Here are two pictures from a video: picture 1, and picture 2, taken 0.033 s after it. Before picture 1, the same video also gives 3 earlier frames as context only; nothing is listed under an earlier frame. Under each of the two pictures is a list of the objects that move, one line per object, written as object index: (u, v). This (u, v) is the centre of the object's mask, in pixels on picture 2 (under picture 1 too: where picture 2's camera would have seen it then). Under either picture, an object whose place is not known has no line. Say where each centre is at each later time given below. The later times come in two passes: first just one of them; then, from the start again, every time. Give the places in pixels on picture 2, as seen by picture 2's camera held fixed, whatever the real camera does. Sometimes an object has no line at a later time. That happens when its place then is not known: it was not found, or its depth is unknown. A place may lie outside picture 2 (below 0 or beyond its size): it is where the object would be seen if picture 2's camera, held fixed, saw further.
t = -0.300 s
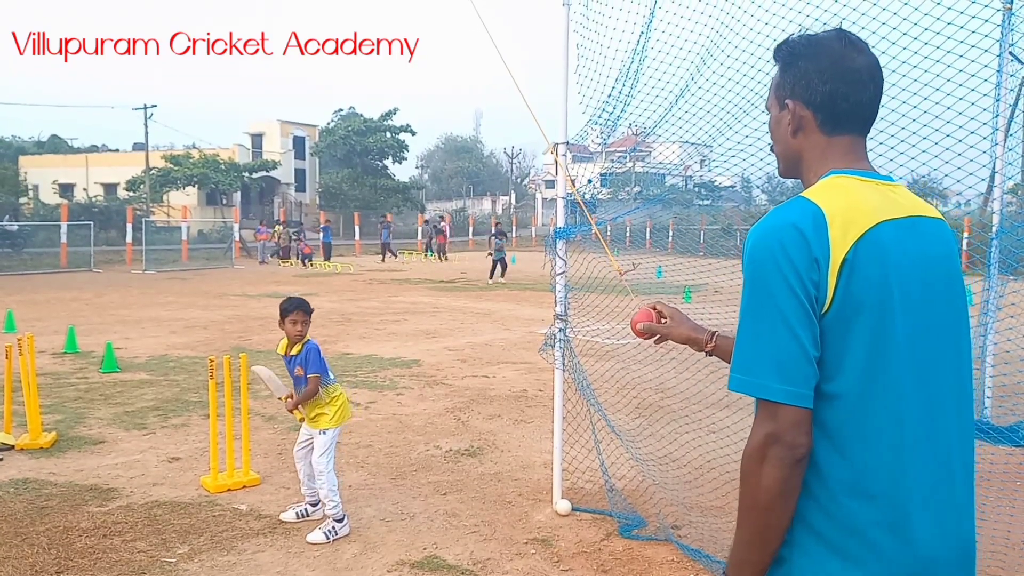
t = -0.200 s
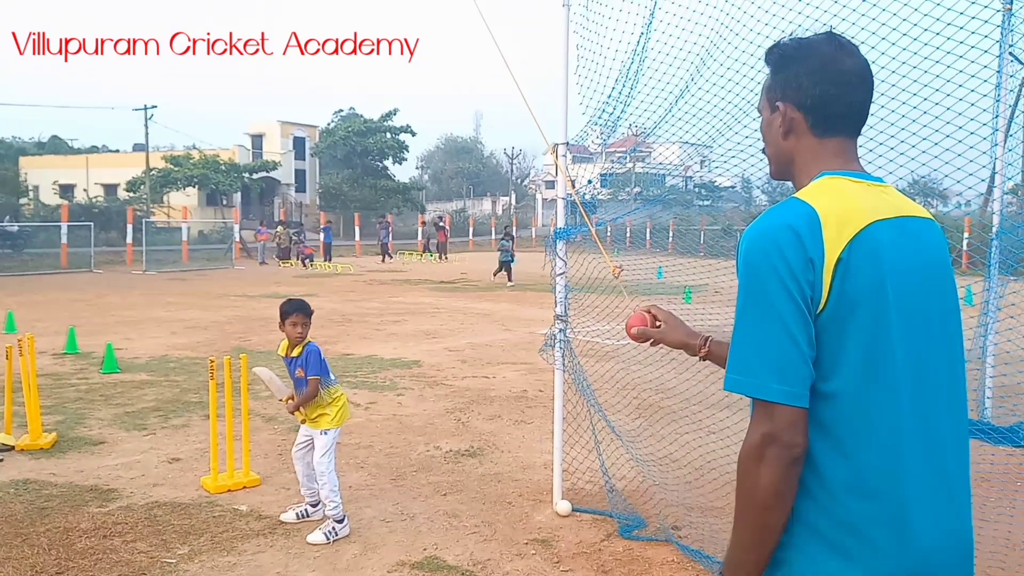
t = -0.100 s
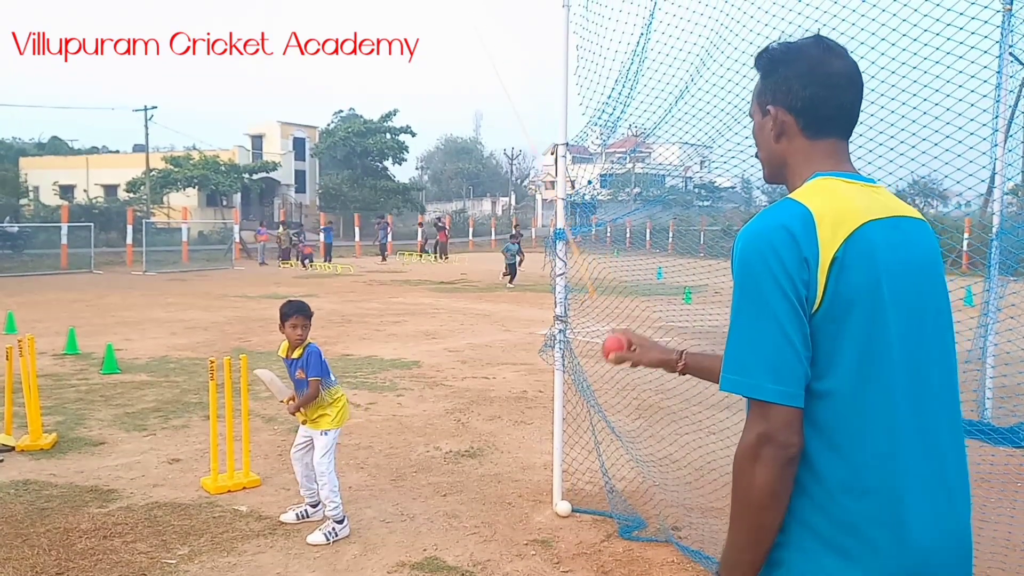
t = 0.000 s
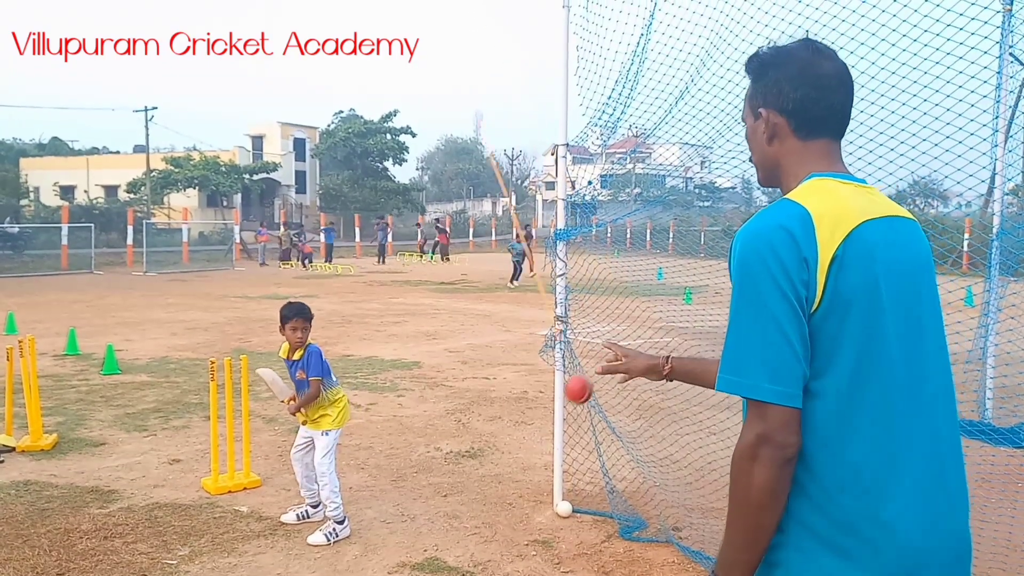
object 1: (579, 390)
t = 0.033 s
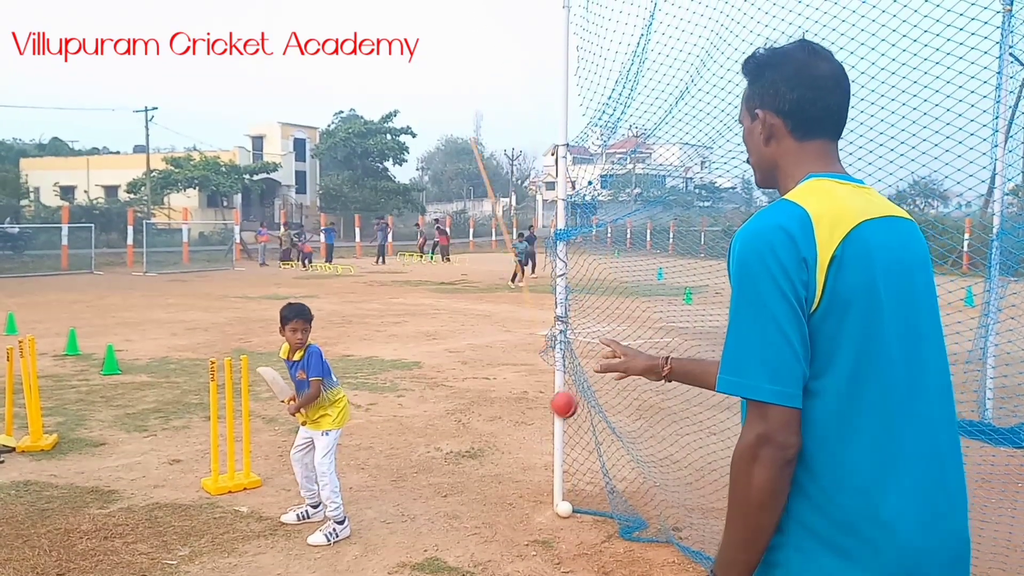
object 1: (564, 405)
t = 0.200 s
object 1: (485, 477)
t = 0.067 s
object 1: (549, 420)
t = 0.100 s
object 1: (533, 435)
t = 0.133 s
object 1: (517, 449)
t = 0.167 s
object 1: (501, 464)
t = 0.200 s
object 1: (485, 477)
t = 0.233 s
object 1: (468, 489)
